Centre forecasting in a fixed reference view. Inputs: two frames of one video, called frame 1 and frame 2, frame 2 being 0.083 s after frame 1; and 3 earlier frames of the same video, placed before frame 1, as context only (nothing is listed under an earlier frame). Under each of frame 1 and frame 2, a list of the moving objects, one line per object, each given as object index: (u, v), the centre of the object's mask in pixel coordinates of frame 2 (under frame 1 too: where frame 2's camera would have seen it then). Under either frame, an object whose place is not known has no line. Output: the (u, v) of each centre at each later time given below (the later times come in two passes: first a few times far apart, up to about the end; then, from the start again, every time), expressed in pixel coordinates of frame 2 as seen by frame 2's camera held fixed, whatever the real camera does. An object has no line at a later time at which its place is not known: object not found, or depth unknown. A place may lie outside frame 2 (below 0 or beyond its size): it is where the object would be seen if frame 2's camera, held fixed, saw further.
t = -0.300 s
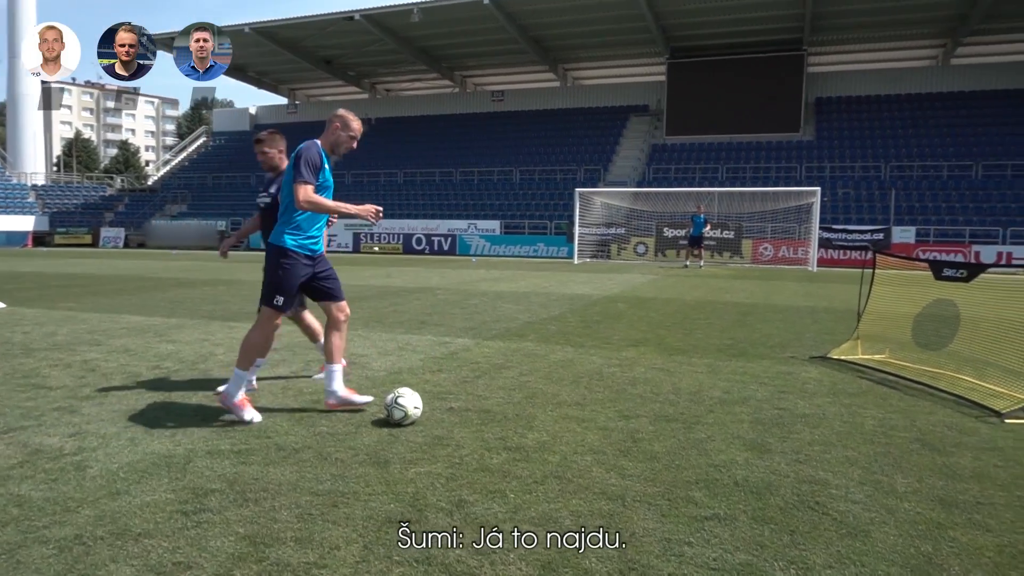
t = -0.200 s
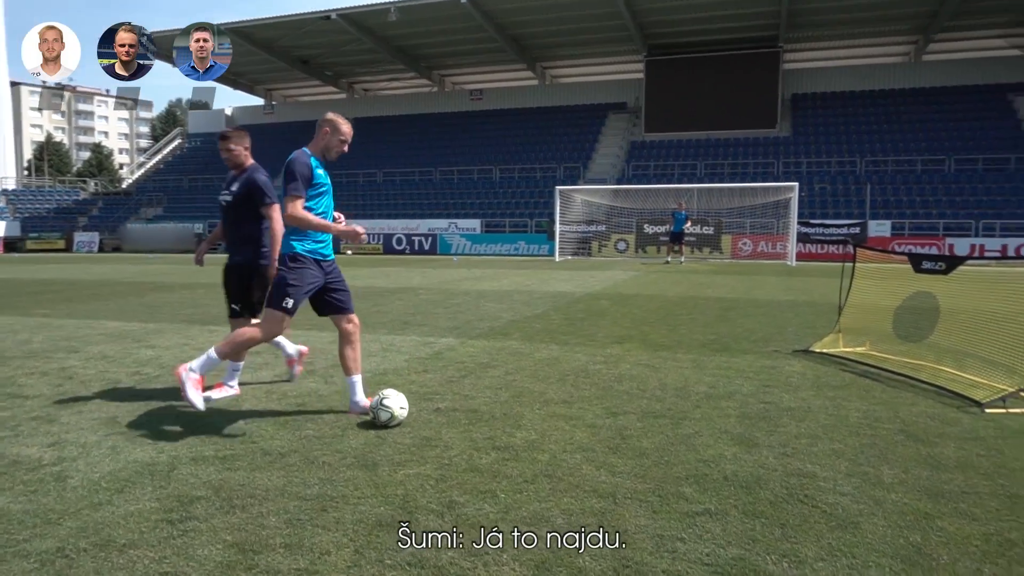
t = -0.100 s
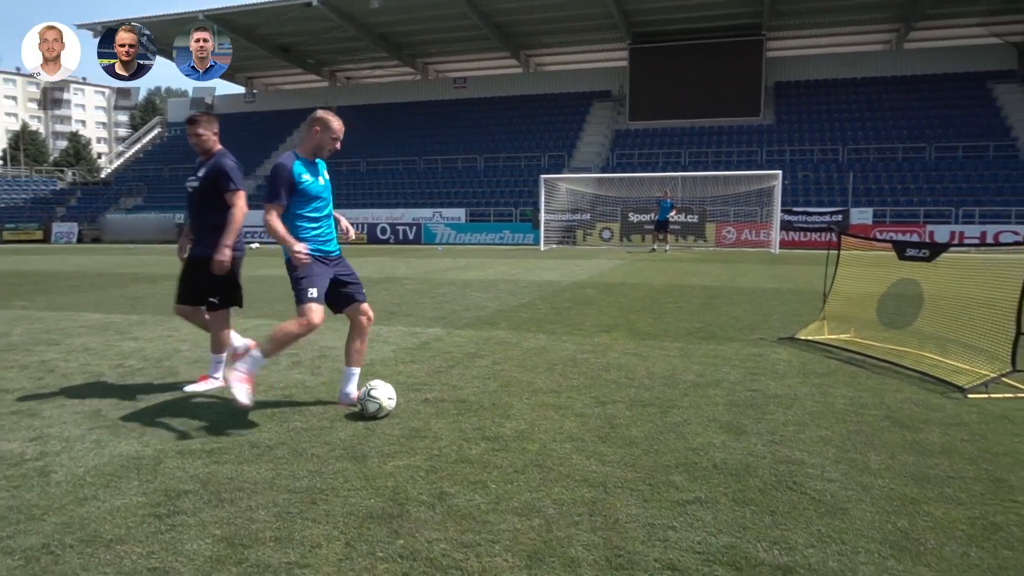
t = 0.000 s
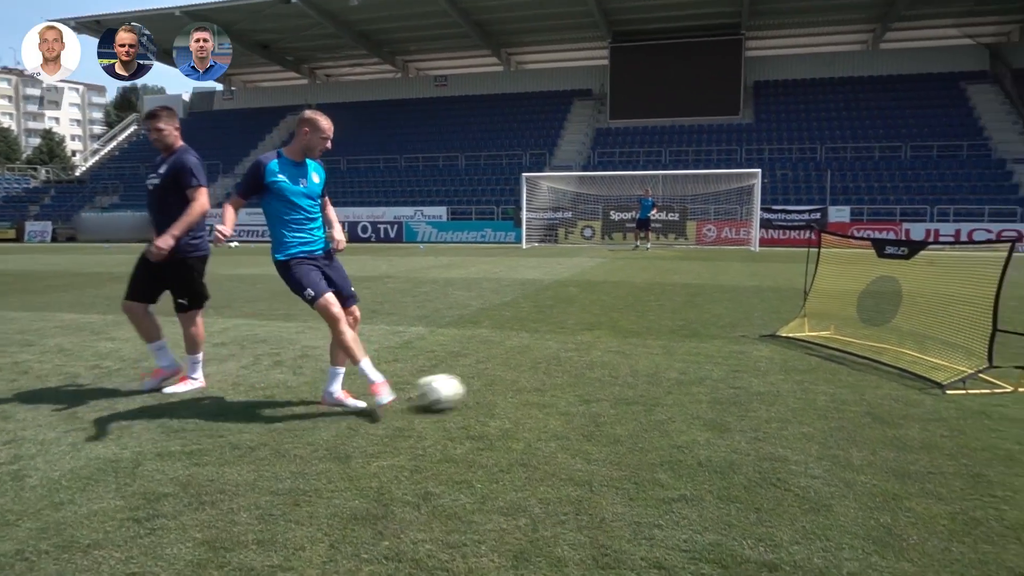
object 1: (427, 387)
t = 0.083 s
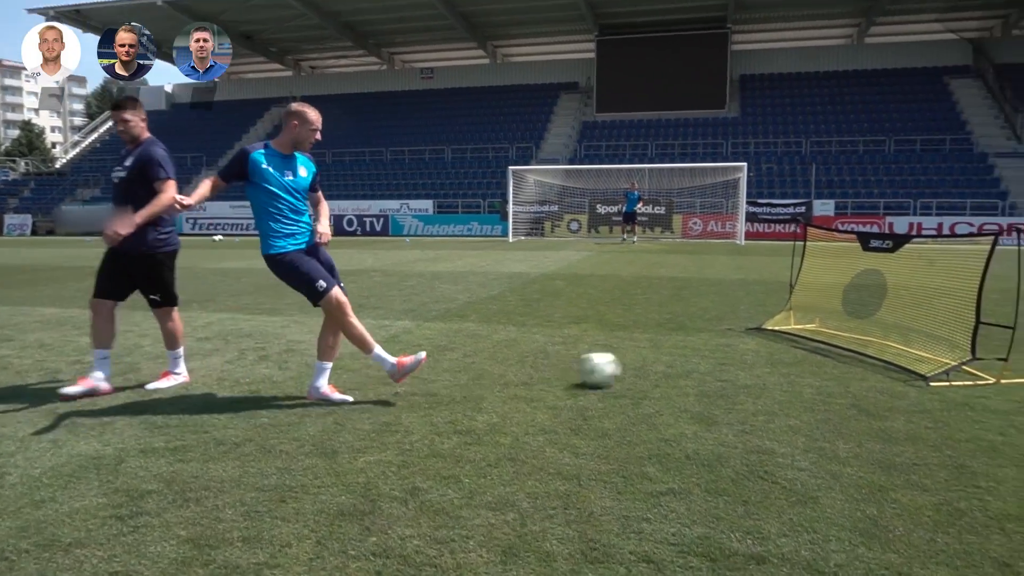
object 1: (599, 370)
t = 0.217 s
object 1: (800, 350)
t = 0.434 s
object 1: (912, 270)
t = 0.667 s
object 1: (857, 133)
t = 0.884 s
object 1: (798, 66)
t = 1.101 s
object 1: (735, 59)
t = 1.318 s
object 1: (674, 112)
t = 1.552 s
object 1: (606, 234)
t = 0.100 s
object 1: (629, 368)
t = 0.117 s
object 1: (658, 365)
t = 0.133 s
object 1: (685, 363)
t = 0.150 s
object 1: (712, 360)
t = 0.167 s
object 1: (736, 358)
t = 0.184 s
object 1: (758, 355)
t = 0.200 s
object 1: (780, 353)
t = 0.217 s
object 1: (800, 350)
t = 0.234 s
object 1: (821, 349)
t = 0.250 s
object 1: (841, 347)
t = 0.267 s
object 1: (859, 347)
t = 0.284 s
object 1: (878, 345)
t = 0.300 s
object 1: (892, 342)
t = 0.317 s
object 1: (904, 338)
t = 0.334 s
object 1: (910, 332)
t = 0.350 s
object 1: (915, 323)
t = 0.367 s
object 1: (918, 313)
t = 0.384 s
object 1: (920, 304)
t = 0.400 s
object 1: (918, 292)
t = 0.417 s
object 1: (915, 282)
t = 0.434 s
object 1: (912, 270)
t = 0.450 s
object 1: (910, 256)
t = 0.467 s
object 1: (905, 245)
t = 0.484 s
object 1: (901, 233)
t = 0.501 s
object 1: (897, 223)
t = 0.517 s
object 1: (899, 212)
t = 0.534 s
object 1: (894, 202)
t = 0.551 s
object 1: (890, 193)
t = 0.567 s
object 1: (885, 184)
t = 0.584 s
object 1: (881, 175)
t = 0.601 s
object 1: (876, 165)
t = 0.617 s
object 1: (871, 157)
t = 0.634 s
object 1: (866, 148)
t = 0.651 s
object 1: (862, 141)
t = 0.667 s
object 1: (857, 133)
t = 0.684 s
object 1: (852, 126)
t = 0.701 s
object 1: (849, 119)
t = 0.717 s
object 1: (845, 113)
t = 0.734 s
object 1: (840, 107)
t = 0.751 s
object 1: (835, 101)
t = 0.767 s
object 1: (831, 95)
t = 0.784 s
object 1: (826, 90)
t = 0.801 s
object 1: (821, 85)
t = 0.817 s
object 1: (816, 80)
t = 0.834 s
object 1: (812, 76)
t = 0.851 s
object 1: (807, 73)
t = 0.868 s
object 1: (803, 69)
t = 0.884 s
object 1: (798, 66)
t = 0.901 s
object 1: (793, 63)
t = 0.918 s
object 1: (789, 61)
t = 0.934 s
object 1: (784, 59)
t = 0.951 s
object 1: (779, 58)
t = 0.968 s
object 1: (775, 54)
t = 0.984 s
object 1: (769, 54)
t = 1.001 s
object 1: (764, 54)
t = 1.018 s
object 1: (760, 54)
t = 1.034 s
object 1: (755, 54)
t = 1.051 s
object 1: (750, 54)
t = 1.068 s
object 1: (745, 56)
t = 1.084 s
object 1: (740, 57)
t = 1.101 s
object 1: (735, 59)
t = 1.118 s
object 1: (730, 61)
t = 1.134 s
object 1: (726, 64)
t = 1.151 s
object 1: (721, 66)
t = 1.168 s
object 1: (716, 69)
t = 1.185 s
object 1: (711, 73)
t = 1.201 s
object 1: (707, 76)
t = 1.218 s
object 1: (702, 80)
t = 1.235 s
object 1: (697, 85)
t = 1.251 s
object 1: (693, 90)
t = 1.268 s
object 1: (688, 95)
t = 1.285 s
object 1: (683, 99)
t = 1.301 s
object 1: (678, 106)
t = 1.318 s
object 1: (674, 112)
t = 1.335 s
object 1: (669, 119)
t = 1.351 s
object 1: (664, 125)
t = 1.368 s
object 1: (659, 133)
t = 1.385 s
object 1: (655, 141)
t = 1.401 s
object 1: (650, 149)
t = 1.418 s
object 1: (646, 157)
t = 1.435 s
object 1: (641, 166)
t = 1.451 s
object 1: (636, 175)
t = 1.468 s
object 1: (631, 184)
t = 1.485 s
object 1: (627, 193)
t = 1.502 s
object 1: (620, 204)
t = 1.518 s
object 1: (616, 212)
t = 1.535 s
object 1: (612, 223)
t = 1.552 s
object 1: (606, 234)
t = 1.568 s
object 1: (600, 245)
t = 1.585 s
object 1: (595, 256)
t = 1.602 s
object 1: (589, 268)
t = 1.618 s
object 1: (584, 278)
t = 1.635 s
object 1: (579, 291)
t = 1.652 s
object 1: (575, 304)
